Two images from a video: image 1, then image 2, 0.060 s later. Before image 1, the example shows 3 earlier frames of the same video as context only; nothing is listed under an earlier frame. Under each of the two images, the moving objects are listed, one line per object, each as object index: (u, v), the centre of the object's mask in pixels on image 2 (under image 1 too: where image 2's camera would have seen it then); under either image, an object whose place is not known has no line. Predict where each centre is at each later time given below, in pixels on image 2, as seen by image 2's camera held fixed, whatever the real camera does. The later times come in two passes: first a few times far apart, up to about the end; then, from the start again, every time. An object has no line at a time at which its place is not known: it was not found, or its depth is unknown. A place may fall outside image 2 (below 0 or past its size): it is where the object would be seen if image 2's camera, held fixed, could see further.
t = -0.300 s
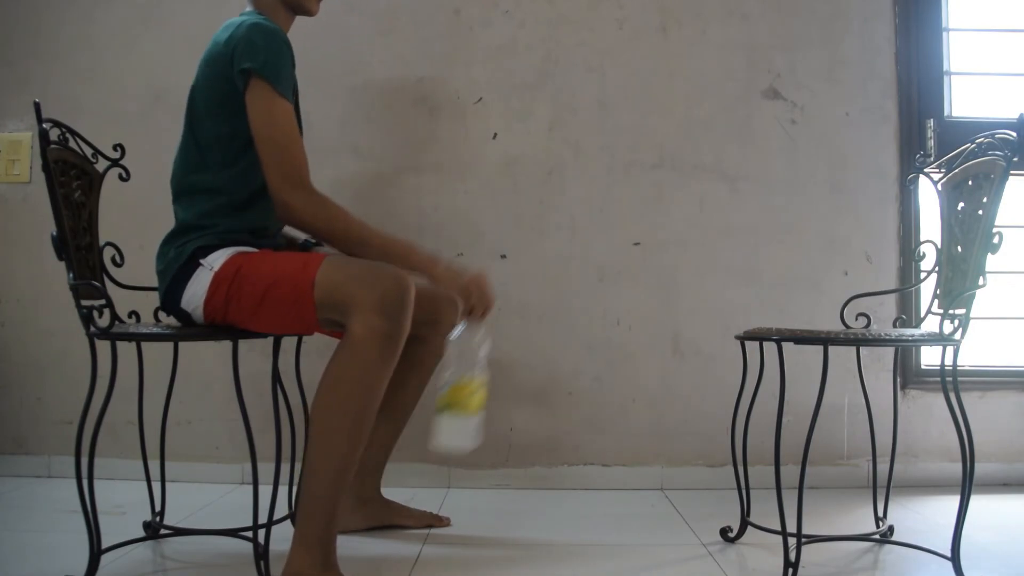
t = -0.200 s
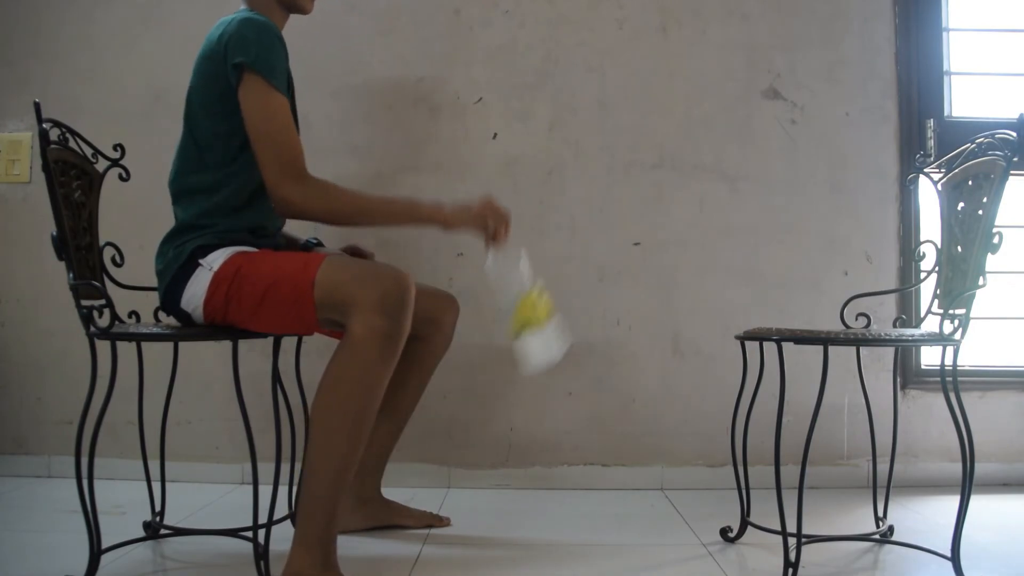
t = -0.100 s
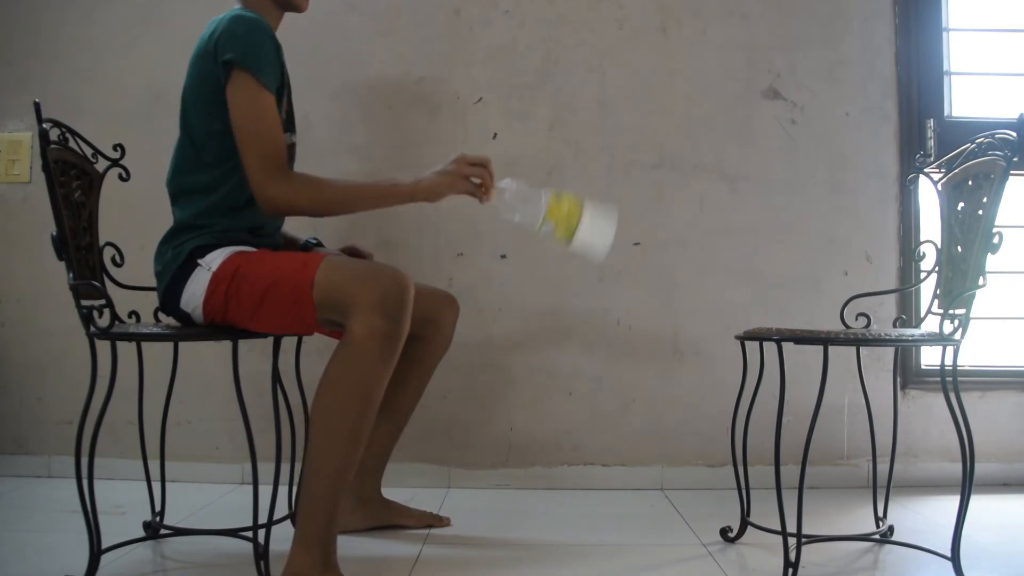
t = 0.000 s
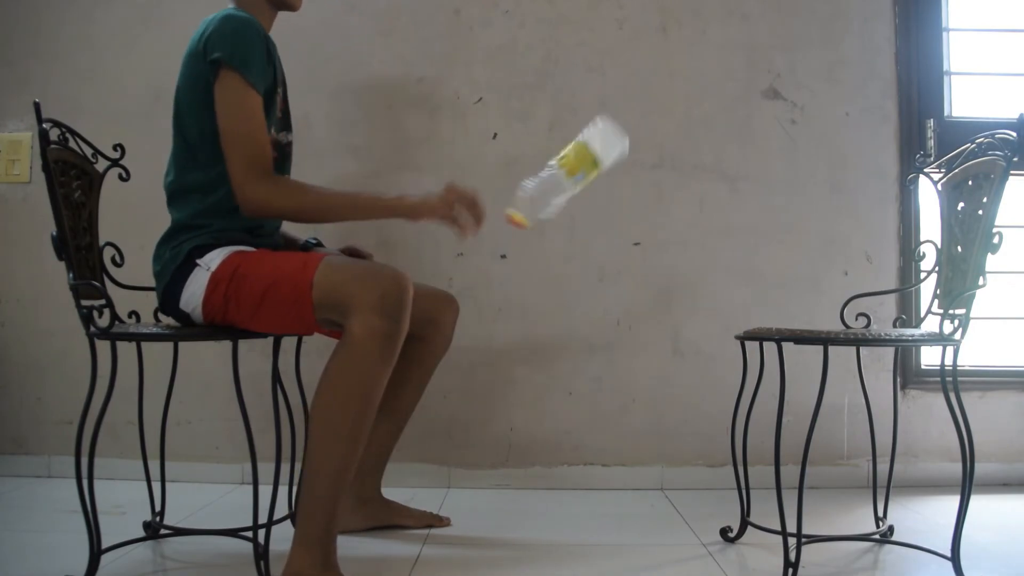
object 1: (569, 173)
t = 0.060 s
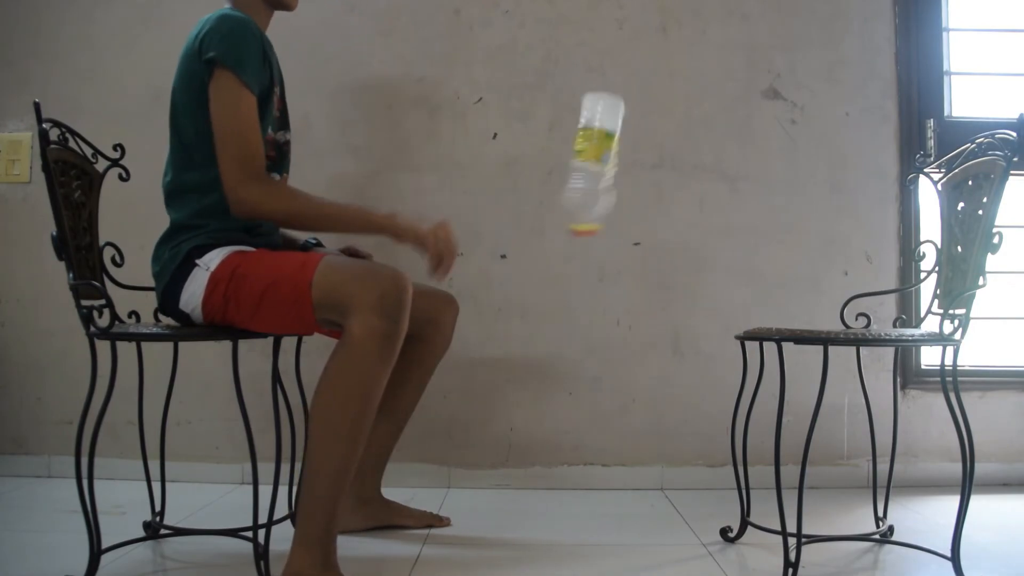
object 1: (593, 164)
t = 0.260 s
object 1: (636, 167)
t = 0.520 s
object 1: (620, 507)
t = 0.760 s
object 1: (630, 509)
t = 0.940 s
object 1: (630, 509)
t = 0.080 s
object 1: (604, 160)
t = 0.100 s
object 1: (613, 156)
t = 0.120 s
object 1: (621, 153)
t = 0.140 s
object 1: (628, 149)
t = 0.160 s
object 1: (633, 146)
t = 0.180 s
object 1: (636, 145)
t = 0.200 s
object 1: (637, 146)
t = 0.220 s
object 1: (637, 150)
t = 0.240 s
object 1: (637, 157)
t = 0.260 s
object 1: (636, 167)
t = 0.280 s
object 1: (634, 180)
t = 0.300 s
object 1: (633, 196)
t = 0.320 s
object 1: (632, 214)
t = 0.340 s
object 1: (630, 234)
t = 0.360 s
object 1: (629, 259)
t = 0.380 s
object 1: (627, 285)
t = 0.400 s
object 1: (626, 314)
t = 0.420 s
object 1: (625, 345)
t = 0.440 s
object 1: (623, 381)
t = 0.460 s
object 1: (623, 413)
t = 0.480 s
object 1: (622, 449)
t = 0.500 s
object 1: (620, 492)
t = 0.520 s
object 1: (620, 507)
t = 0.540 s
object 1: (624, 507)
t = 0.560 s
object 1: (627, 508)
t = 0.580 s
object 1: (629, 508)
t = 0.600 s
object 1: (630, 508)
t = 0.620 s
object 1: (631, 508)
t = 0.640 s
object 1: (631, 508)
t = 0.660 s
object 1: (631, 508)
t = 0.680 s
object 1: (631, 508)
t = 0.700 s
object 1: (631, 508)
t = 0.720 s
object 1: (631, 508)
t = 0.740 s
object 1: (630, 509)
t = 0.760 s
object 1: (630, 509)
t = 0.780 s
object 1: (629, 509)
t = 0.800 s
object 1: (629, 509)
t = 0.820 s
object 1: (629, 509)
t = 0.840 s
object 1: (629, 509)
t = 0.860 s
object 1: (630, 509)
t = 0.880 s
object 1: (629, 509)
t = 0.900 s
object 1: (629, 509)
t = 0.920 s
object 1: (629, 509)
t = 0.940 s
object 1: (630, 509)
